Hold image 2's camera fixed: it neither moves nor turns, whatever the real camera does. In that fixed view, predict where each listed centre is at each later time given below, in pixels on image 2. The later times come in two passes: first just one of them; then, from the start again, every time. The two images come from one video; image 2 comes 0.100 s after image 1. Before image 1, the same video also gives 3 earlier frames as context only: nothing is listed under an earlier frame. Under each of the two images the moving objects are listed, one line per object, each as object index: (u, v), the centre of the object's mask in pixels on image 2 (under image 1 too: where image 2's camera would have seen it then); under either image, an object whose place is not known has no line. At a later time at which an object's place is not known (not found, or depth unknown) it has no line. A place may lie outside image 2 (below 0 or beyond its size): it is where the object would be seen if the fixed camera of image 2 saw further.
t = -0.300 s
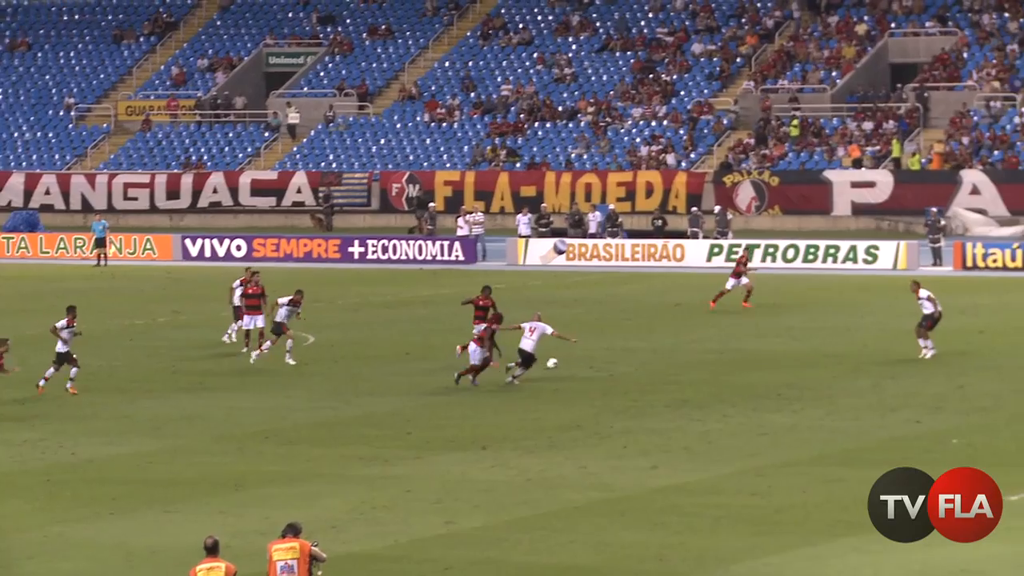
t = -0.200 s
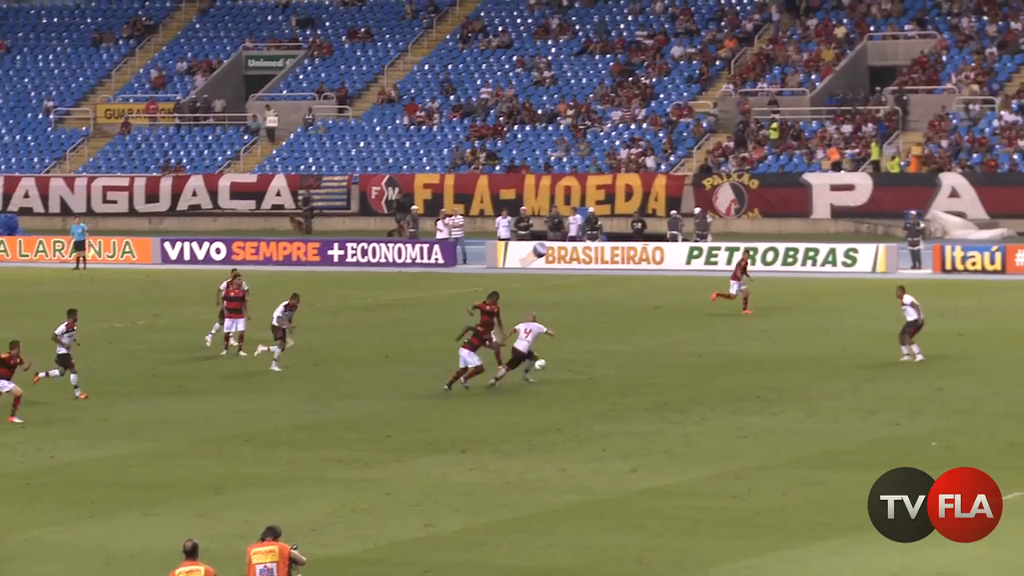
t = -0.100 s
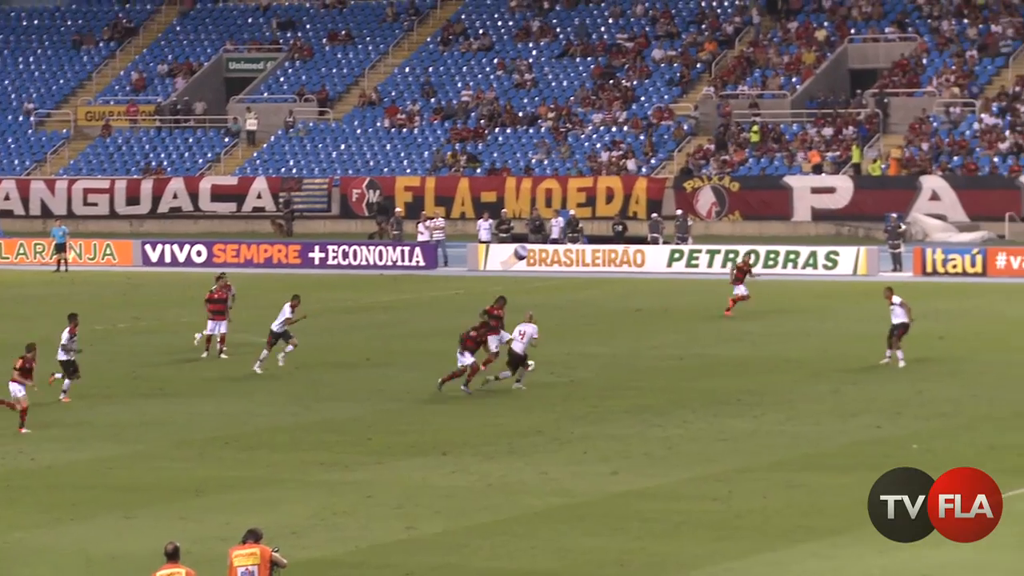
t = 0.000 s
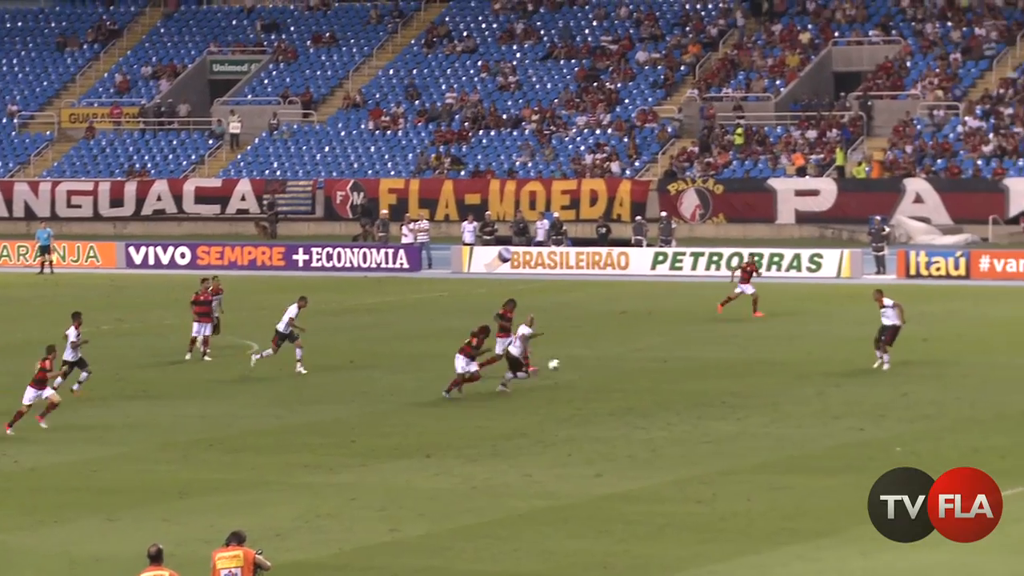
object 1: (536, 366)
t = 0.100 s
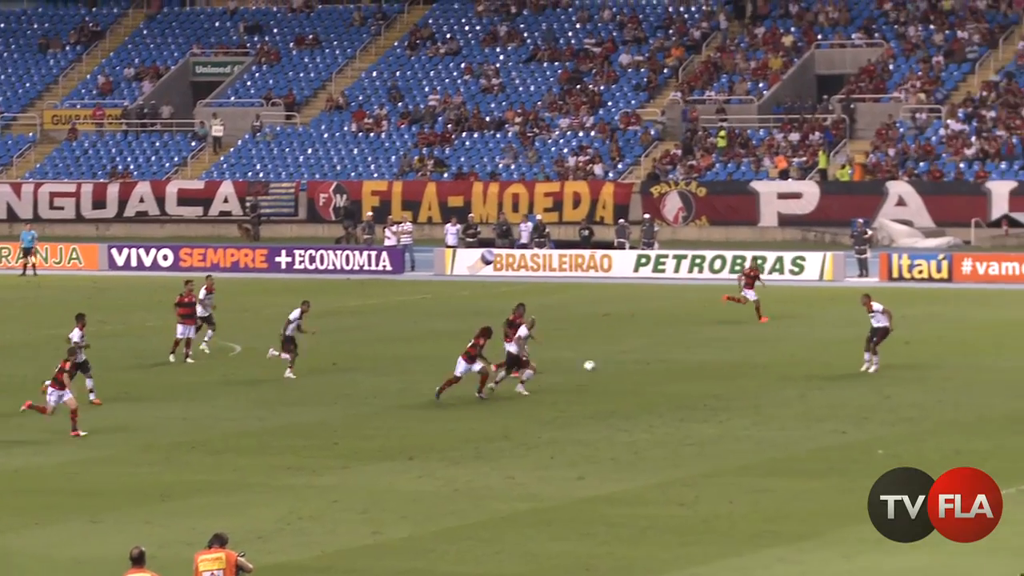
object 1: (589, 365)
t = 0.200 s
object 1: (639, 368)
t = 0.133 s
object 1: (605, 365)
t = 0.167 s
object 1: (623, 367)
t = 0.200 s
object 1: (639, 368)
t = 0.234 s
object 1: (656, 370)
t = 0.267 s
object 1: (672, 373)
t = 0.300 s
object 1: (688, 376)
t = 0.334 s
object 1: (704, 380)
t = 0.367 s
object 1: (721, 384)
